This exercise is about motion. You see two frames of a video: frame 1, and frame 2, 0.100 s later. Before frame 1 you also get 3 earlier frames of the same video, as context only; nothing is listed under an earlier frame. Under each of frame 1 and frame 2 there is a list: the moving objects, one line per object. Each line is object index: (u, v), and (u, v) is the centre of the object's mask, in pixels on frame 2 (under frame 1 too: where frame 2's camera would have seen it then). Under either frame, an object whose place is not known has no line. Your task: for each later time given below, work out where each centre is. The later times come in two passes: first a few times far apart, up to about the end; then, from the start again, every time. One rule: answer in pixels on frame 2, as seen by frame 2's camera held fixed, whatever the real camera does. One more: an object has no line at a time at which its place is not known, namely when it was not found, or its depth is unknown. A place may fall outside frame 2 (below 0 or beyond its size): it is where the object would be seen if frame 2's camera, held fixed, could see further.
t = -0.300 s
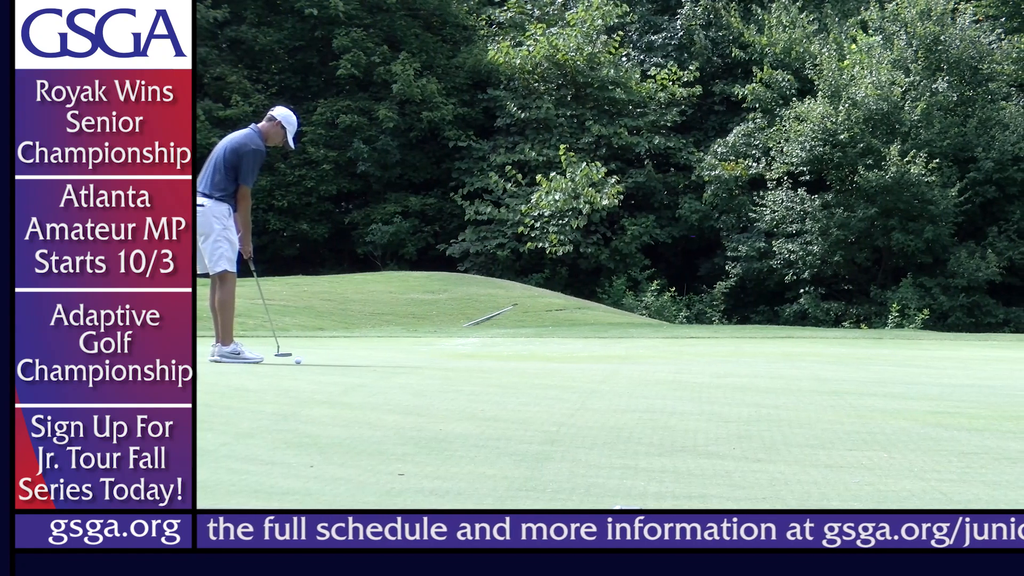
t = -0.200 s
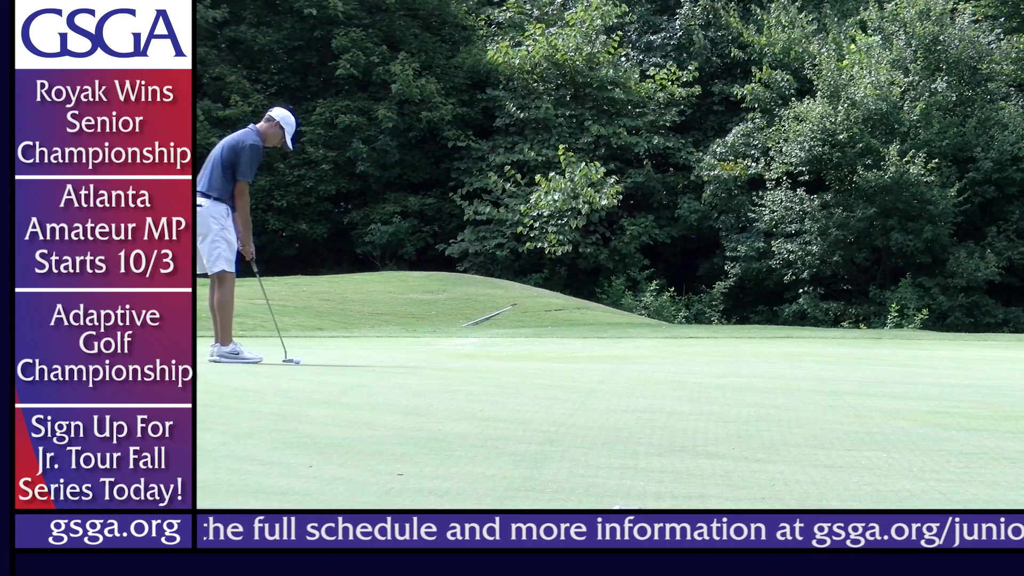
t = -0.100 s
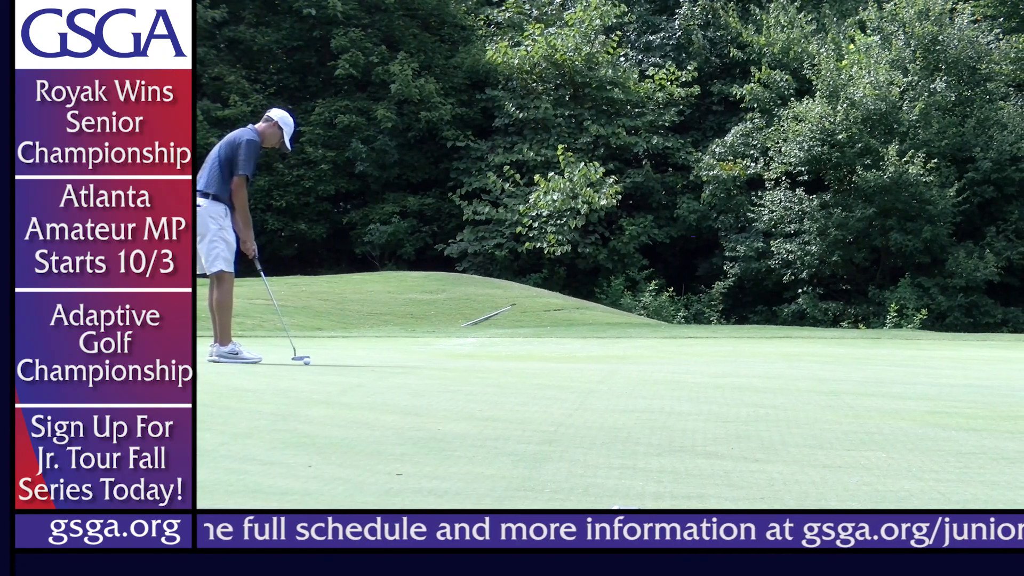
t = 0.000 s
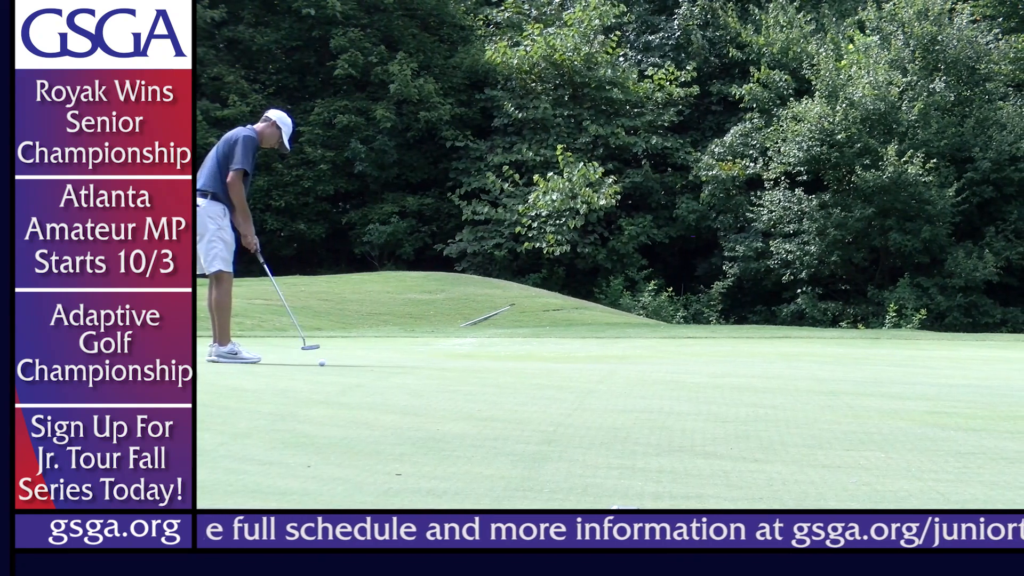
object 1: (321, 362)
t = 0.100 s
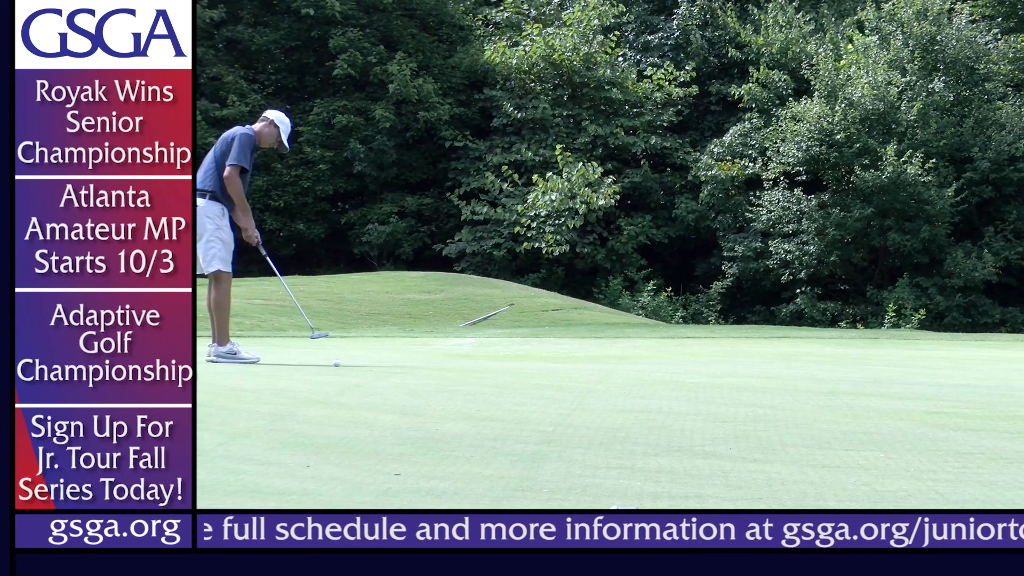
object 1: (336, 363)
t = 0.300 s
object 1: (367, 366)
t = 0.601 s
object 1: (410, 372)
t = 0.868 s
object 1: (448, 377)
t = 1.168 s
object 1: (495, 382)
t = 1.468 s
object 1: (543, 389)
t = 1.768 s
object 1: (590, 394)
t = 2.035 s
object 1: (631, 399)
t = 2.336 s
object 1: (675, 405)
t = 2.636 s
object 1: (718, 412)
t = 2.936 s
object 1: (759, 420)
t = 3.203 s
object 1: (795, 427)
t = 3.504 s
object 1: (838, 434)
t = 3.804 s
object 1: (883, 441)
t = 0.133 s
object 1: (341, 363)
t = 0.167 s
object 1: (347, 365)
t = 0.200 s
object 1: (352, 364)
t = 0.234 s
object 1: (357, 364)
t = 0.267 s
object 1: (362, 366)
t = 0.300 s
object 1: (367, 366)
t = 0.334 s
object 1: (372, 366)
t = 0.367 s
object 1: (377, 368)
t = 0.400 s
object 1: (381, 367)
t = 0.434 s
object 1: (386, 367)
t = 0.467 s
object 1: (391, 368)
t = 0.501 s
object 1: (396, 370)
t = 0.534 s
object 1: (401, 370)
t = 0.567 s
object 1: (405, 372)
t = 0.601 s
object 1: (410, 372)
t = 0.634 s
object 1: (415, 372)
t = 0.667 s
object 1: (419, 373)
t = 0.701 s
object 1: (424, 374)
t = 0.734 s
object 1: (428, 374)
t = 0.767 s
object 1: (433, 375)
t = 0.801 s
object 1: (438, 376)
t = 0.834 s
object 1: (443, 376)
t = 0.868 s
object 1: (448, 377)
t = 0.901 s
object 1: (453, 378)
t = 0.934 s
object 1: (458, 379)
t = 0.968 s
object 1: (463, 379)
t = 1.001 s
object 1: (468, 380)
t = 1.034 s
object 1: (473, 380)
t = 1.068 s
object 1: (479, 381)
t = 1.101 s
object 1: (484, 381)
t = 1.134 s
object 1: (490, 382)
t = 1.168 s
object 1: (495, 382)
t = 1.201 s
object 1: (500, 384)
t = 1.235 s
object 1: (505, 384)
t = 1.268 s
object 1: (511, 385)
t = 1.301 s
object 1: (516, 385)
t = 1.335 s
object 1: (521, 386)
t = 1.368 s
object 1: (527, 387)
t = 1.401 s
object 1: (532, 387)
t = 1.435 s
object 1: (537, 388)
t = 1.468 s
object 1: (543, 389)
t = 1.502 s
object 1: (548, 389)
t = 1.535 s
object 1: (553, 390)
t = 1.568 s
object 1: (558, 390)
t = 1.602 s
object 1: (564, 391)
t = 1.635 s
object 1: (569, 392)
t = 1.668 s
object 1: (574, 392)
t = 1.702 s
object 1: (580, 393)
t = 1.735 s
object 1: (585, 394)
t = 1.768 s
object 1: (590, 394)
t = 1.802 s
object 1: (595, 395)
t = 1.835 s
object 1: (601, 396)
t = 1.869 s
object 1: (606, 396)
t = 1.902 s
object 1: (611, 397)
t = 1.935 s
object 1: (616, 398)
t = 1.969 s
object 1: (621, 398)
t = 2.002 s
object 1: (625, 398)
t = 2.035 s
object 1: (631, 399)
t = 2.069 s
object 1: (635, 400)
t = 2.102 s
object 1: (640, 400)
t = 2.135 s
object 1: (645, 401)
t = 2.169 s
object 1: (650, 402)
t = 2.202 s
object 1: (655, 402)
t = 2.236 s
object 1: (660, 403)
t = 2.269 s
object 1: (665, 404)
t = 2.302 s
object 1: (670, 405)
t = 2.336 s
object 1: (675, 405)
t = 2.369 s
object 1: (680, 406)
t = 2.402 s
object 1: (685, 406)
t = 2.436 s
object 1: (690, 408)
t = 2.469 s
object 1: (695, 408)
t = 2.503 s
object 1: (699, 409)
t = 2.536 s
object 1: (704, 410)
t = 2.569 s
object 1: (709, 410)
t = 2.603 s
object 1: (713, 412)
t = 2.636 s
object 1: (718, 412)
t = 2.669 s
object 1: (722, 413)
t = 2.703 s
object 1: (727, 414)
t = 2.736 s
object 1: (732, 415)
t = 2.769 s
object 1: (736, 415)
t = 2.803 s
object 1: (741, 417)
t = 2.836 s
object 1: (745, 417)
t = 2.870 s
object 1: (750, 418)
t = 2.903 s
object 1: (754, 419)
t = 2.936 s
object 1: (759, 420)
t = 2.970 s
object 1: (764, 421)
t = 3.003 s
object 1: (768, 421)
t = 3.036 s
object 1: (772, 423)
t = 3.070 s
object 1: (777, 422)
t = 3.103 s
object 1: (781, 424)
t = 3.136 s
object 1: (786, 424)
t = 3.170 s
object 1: (790, 425)
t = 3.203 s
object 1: (795, 427)
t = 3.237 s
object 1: (800, 427)
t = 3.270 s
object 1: (804, 428)
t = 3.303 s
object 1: (809, 429)
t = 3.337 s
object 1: (814, 430)
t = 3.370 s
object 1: (819, 430)
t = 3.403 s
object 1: (824, 431)
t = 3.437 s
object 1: (828, 432)
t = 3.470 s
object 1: (833, 433)
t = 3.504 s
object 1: (838, 434)
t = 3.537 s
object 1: (843, 434)
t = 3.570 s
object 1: (848, 435)
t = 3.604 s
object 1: (853, 436)
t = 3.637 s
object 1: (858, 436)
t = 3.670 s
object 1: (863, 438)
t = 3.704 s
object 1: (868, 437)
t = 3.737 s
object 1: (873, 439)
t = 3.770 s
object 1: (878, 439)
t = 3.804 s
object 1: (883, 441)
